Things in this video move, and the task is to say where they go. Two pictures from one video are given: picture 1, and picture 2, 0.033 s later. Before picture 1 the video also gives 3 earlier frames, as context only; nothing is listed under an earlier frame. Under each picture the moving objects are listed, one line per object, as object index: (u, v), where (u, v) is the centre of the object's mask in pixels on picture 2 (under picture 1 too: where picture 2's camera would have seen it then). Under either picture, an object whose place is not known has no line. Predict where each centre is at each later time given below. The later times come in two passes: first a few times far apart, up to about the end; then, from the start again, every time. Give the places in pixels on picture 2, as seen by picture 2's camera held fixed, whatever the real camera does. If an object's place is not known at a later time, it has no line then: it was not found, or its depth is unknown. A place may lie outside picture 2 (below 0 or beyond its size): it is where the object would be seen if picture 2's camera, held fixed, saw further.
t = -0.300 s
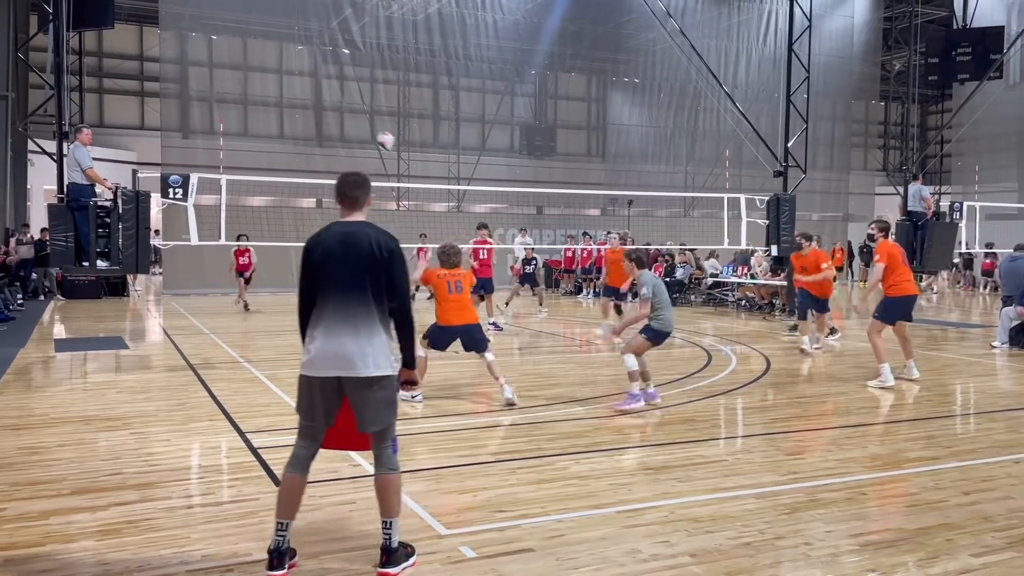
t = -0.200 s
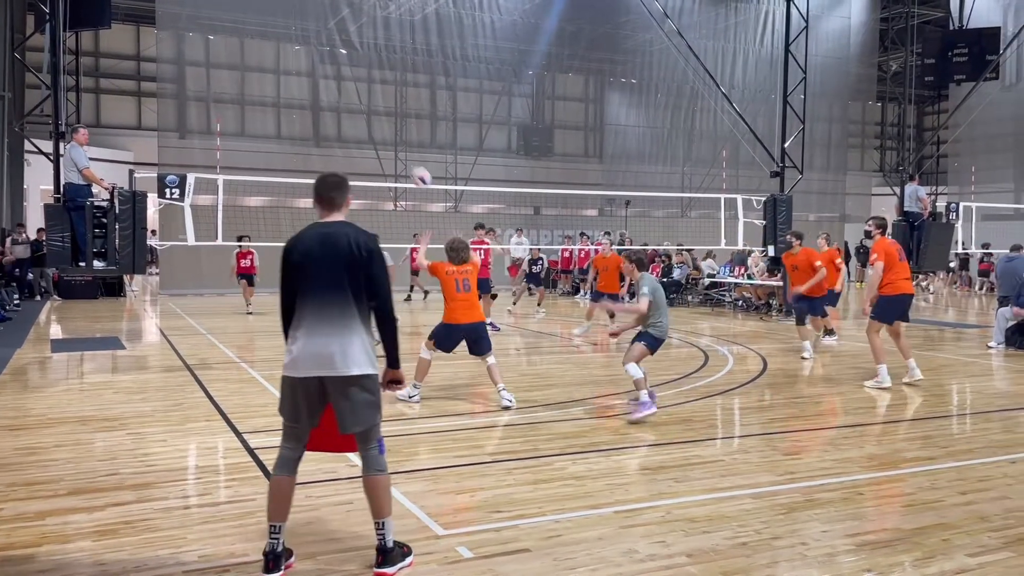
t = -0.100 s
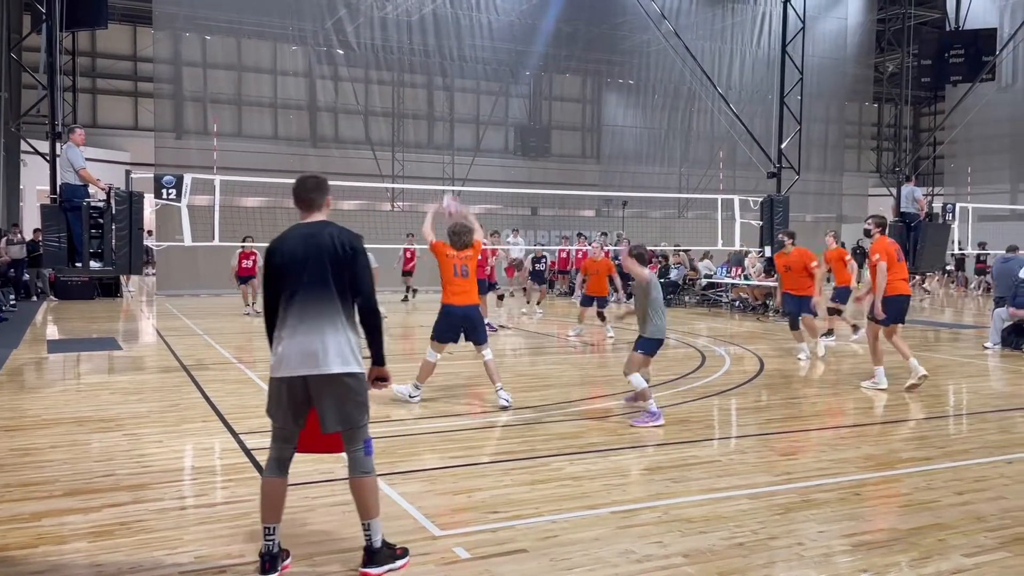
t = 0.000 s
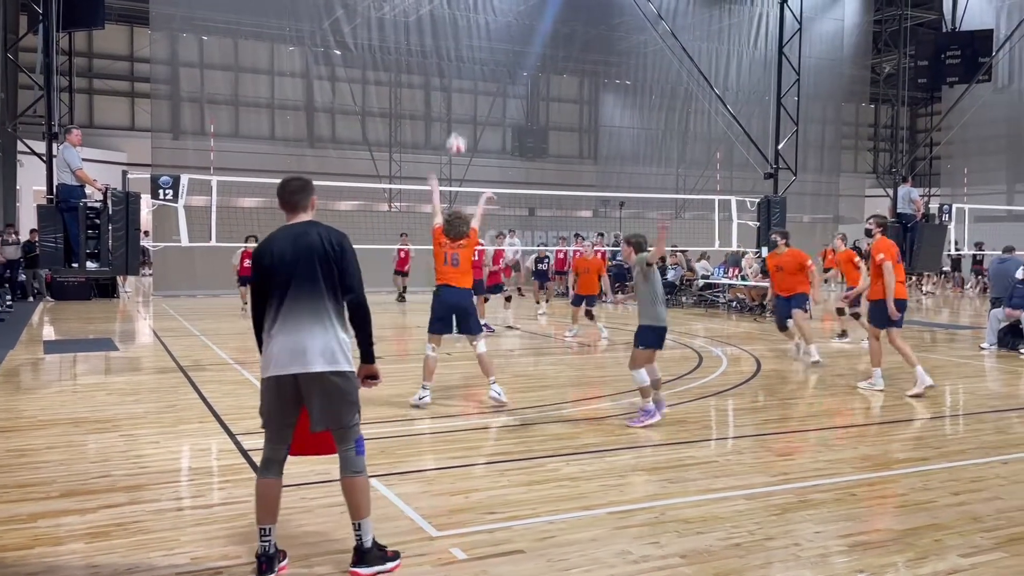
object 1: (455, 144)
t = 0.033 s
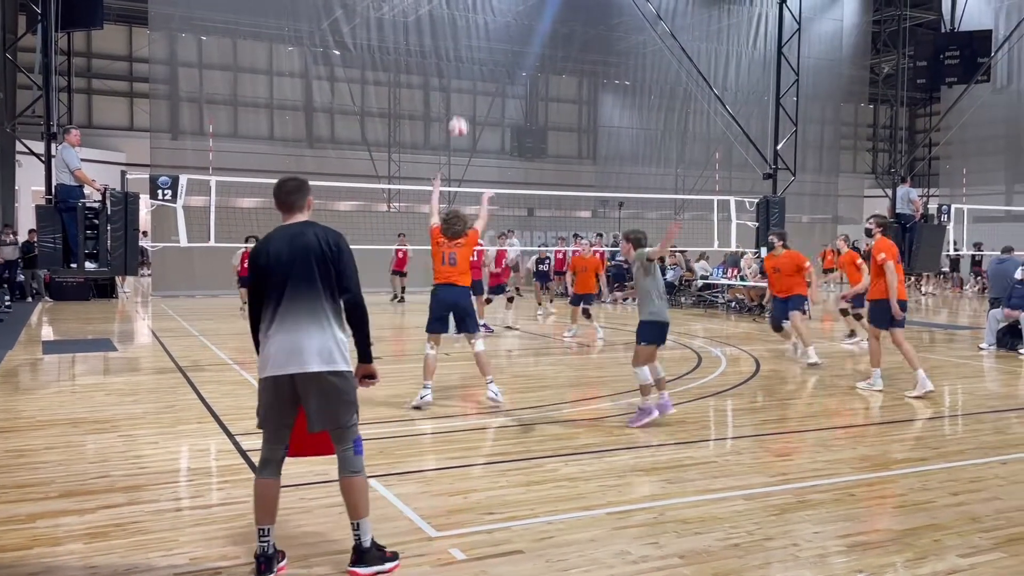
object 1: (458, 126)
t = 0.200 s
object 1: (473, 64)
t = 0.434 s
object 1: (489, 30)
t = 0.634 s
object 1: (500, 40)
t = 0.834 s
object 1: (510, 76)
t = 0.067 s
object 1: (461, 111)
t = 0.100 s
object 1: (464, 97)
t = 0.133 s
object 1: (468, 85)
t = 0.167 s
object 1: (470, 74)
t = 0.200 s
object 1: (473, 64)
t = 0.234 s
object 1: (475, 56)
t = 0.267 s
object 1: (478, 48)
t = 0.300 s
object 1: (480, 43)
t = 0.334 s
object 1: (483, 38)
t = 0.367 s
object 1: (485, 34)
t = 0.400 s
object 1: (487, 32)
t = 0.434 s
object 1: (489, 30)
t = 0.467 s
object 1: (490, 29)
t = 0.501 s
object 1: (493, 30)
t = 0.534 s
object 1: (494, 31)
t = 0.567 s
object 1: (496, 32)
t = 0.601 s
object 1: (498, 35)
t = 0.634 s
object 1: (500, 40)
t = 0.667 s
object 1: (501, 43)
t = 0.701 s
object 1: (503, 48)
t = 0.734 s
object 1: (505, 54)
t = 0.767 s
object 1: (507, 61)
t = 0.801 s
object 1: (508, 68)
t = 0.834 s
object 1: (510, 76)
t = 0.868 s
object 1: (511, 84)
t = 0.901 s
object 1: (512, 93)
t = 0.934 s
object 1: (514, 102)
